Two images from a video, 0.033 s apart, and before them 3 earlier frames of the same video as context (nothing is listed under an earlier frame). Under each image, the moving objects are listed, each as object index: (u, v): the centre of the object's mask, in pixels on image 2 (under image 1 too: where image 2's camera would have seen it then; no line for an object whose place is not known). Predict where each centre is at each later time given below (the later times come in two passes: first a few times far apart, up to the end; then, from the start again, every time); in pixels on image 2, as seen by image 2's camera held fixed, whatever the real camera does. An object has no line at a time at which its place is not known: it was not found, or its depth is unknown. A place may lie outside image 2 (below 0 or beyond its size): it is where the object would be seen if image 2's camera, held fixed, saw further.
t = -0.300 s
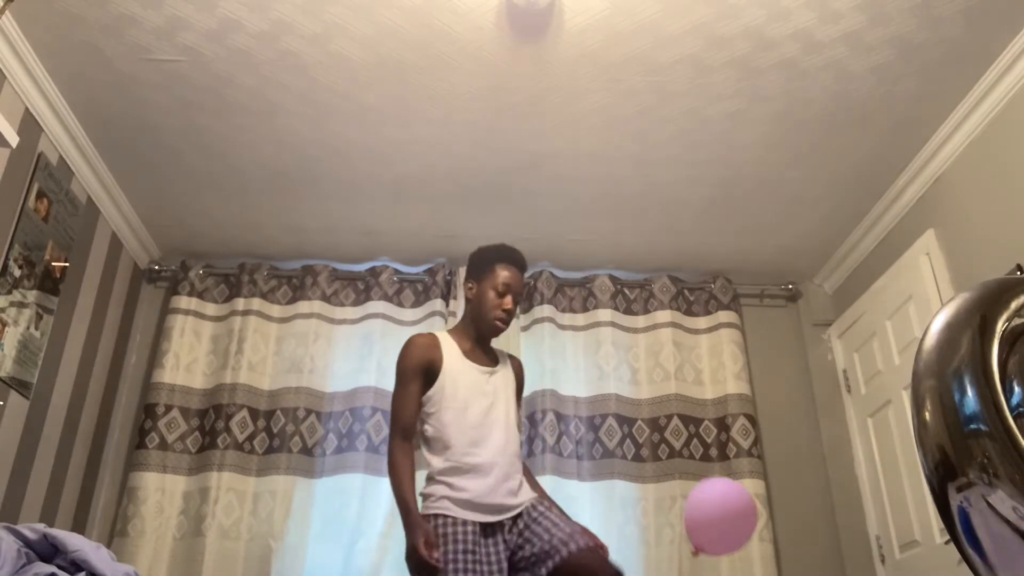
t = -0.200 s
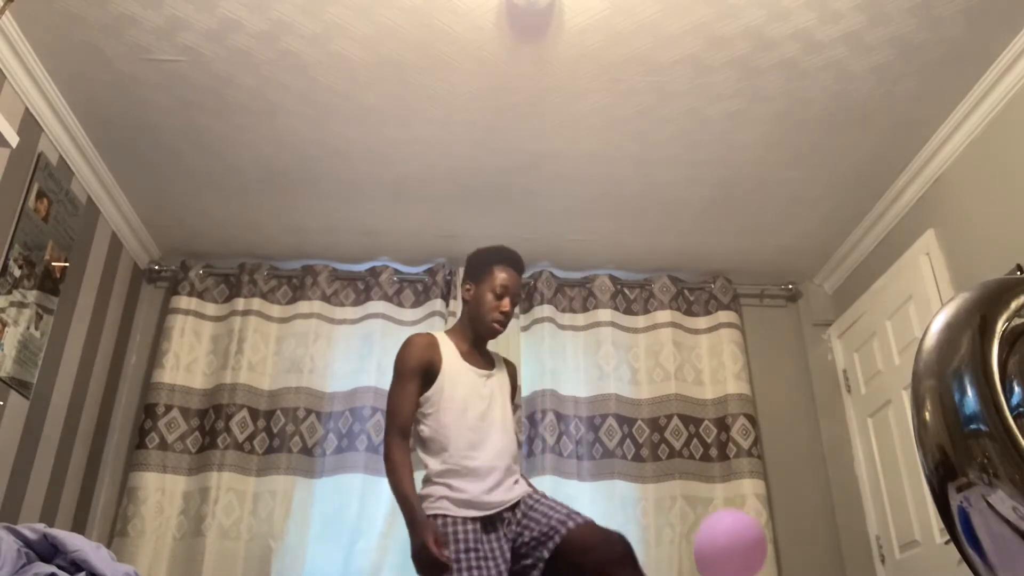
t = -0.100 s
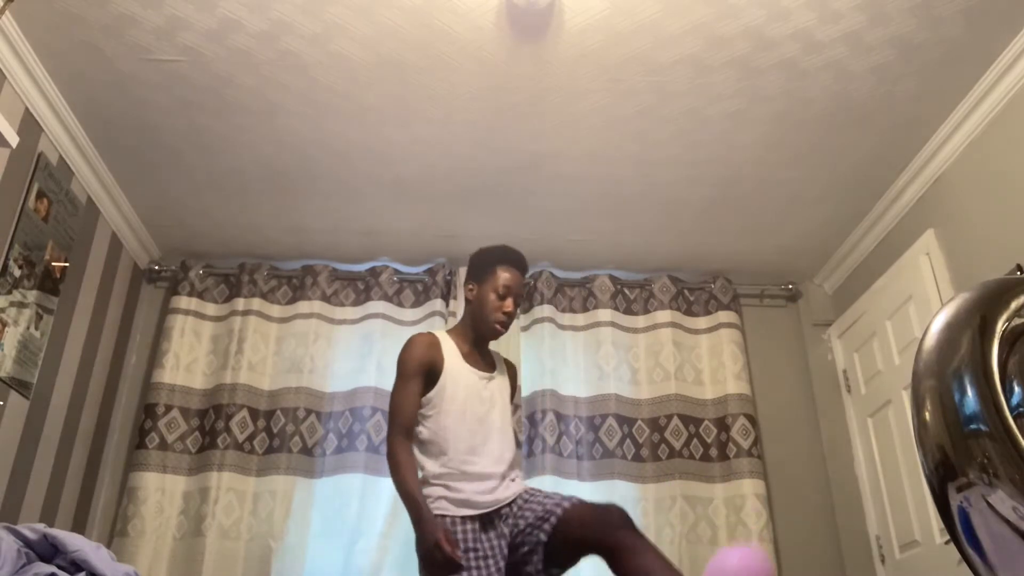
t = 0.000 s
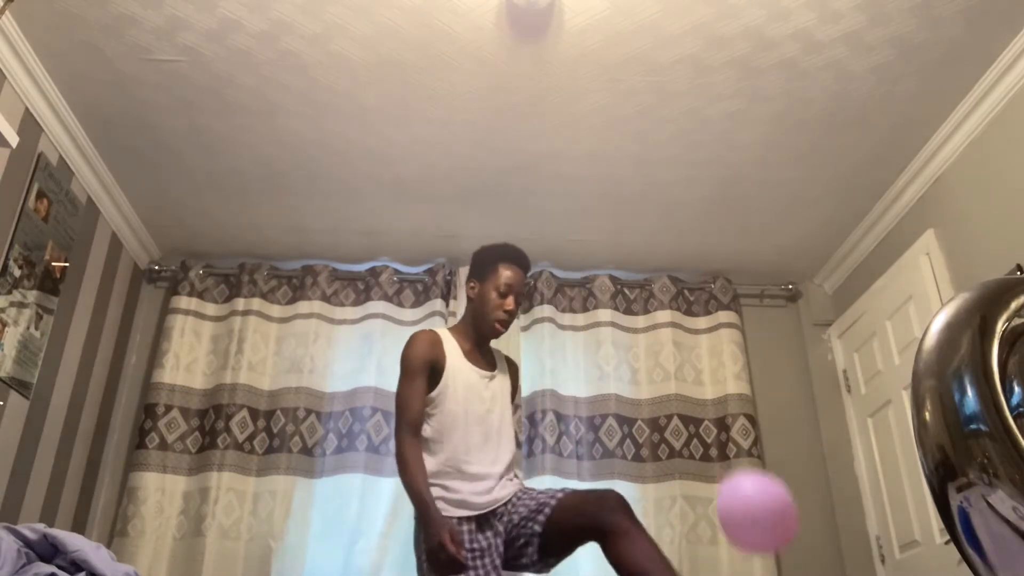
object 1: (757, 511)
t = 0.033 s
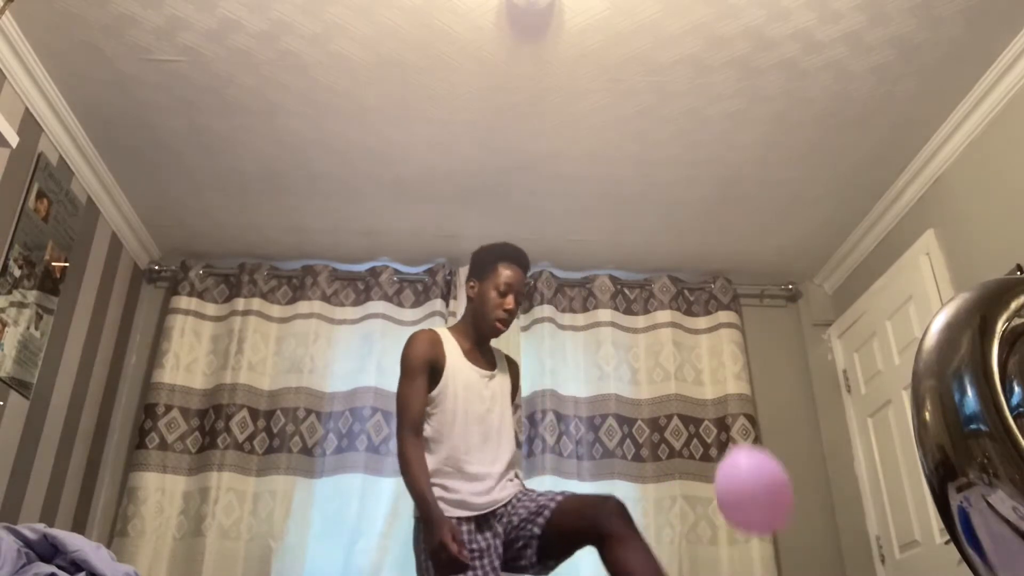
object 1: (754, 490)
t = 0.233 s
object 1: (748, 398)
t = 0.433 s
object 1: (757, 410)
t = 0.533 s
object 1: (757, 438)
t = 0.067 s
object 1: (750, 469)
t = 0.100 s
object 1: (747, 451)
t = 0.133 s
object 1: (745, 434)
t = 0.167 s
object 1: (744, 419)
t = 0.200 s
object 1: (746, 407)
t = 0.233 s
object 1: (748, 398)
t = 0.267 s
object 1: (750, 393)
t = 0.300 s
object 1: (754, 392)
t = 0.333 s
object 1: (756, 393)
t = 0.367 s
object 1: (757, 397)
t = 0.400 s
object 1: (757, 403)
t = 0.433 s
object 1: (757, 410)
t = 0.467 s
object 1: (757, 418)
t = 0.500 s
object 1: (757, 428)
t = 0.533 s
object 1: (757, 438)
